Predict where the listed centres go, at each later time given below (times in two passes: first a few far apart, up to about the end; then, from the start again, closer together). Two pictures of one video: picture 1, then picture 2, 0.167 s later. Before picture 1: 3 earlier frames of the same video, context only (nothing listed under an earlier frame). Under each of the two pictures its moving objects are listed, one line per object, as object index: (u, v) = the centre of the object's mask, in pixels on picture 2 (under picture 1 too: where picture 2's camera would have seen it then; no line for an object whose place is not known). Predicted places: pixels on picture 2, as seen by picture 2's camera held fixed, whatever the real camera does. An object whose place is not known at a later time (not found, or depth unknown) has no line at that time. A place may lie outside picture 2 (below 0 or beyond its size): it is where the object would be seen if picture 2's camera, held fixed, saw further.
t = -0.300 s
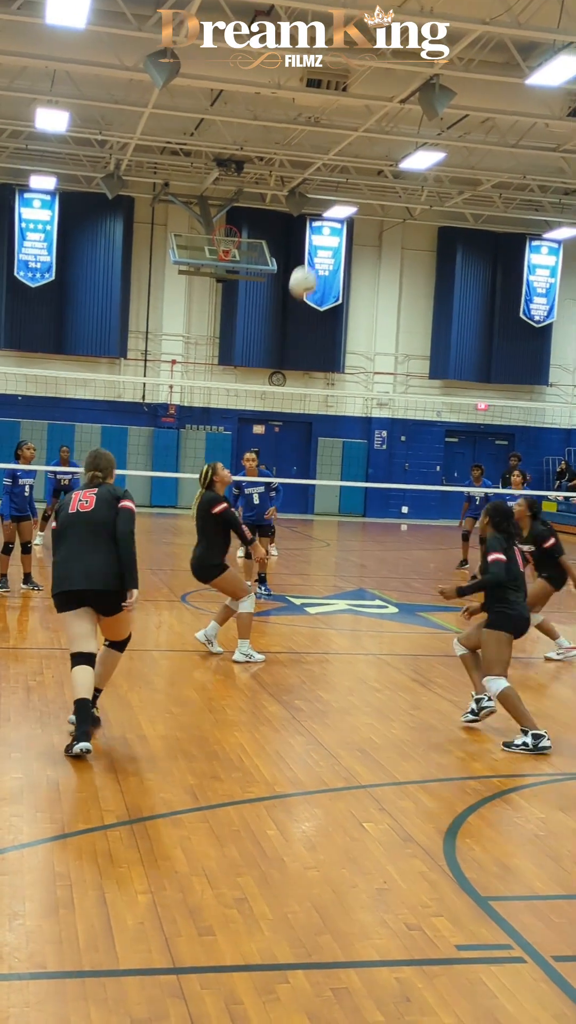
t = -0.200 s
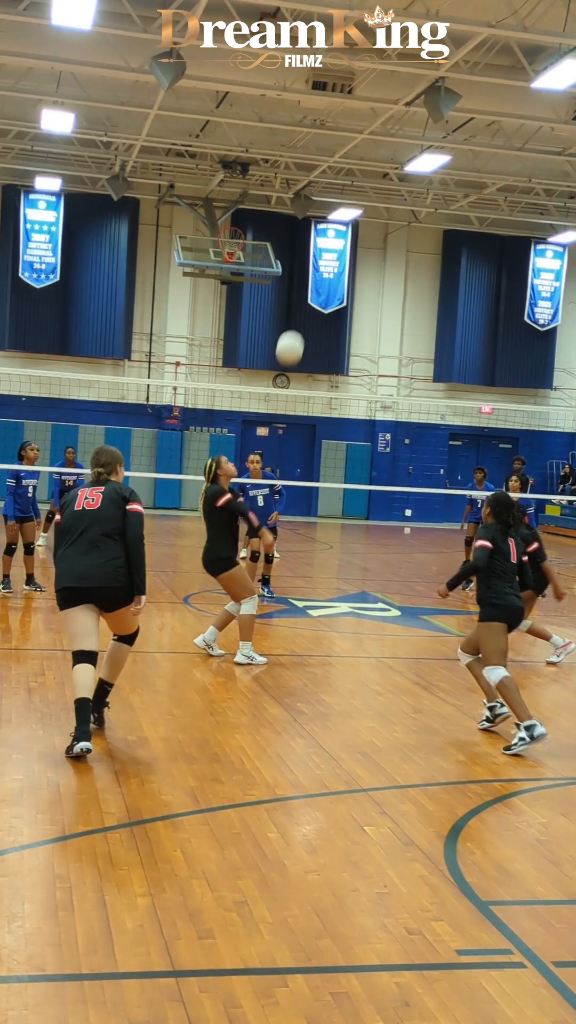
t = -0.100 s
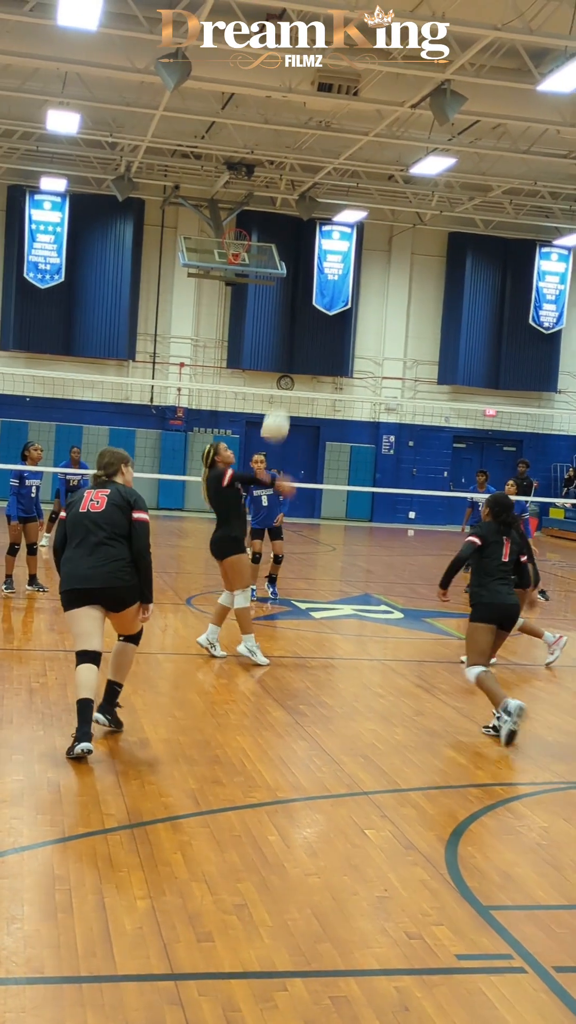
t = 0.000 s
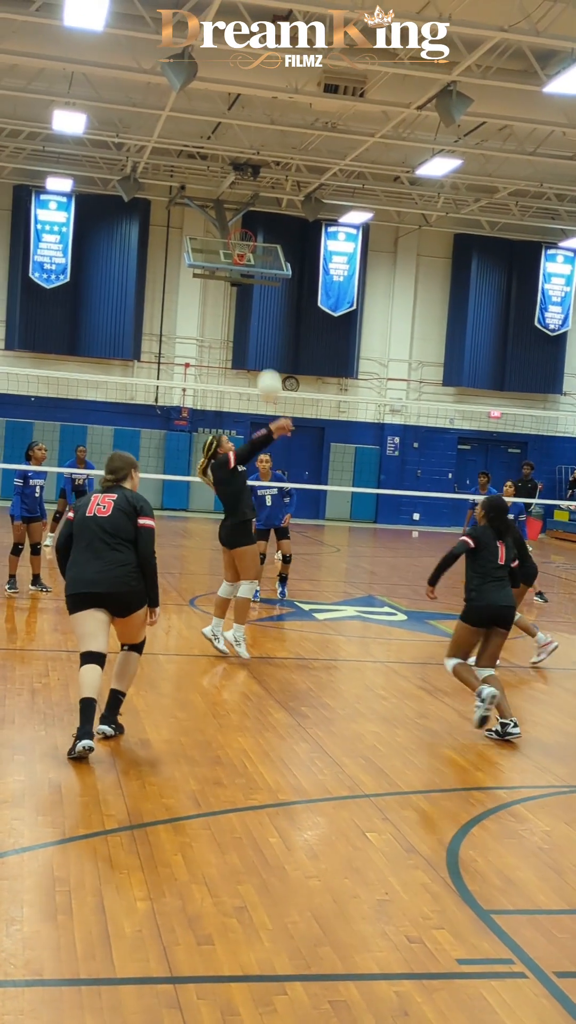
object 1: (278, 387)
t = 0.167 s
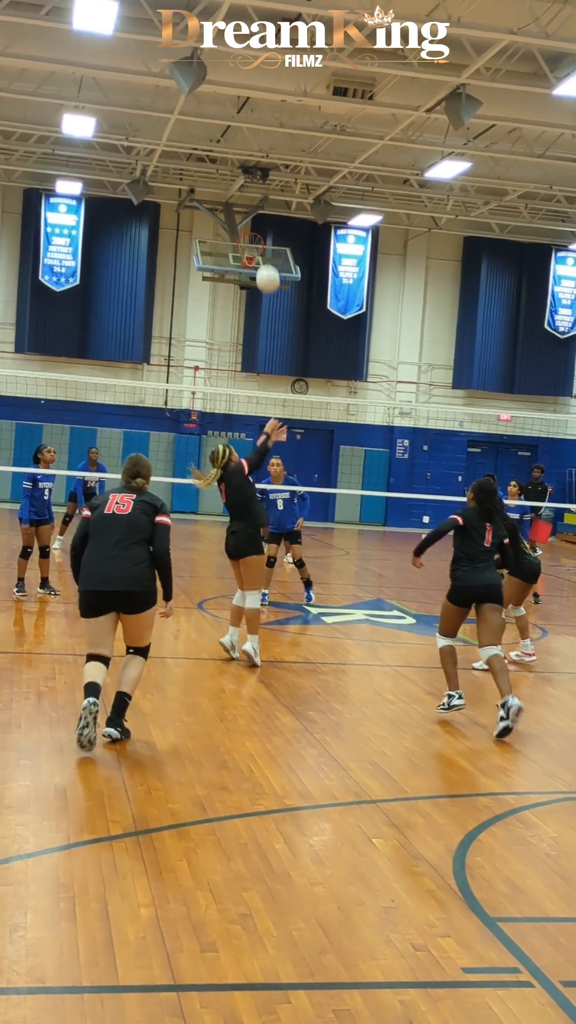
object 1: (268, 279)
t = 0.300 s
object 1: (260, 226)
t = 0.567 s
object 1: (246, 195)
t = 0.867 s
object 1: (231, 233)
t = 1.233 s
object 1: (211, 349)
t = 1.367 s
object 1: (202, 406)
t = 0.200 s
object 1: (266, 263)
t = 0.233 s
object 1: (264, 249)
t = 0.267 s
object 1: (262, 238)
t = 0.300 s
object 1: (260, 226)
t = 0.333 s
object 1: (258, 218)
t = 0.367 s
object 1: (256, 211)
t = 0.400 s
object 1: (255, 205)
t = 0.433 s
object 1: (253, 201)
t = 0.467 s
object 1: (251, 198)
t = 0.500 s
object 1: (249, 196)
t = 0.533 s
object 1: (248, 195)
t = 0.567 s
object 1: (246, 195)
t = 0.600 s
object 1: (244, 196)
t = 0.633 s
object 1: (243, 198)
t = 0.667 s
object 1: (241, 201)
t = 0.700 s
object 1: (239, 204)
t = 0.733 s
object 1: (238, 208)
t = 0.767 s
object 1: (236, 214)
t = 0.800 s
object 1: (234, 220)
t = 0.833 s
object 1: (233, 226)
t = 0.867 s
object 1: (231, 233)
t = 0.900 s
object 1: (229, 242)
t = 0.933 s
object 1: (227, 250)
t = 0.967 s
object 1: (225, 259)
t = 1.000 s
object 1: (223, 269)
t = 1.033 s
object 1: (221, 279)
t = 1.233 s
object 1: (211, 349)
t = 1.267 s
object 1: (208, 363)
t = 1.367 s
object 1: (202, 406)
